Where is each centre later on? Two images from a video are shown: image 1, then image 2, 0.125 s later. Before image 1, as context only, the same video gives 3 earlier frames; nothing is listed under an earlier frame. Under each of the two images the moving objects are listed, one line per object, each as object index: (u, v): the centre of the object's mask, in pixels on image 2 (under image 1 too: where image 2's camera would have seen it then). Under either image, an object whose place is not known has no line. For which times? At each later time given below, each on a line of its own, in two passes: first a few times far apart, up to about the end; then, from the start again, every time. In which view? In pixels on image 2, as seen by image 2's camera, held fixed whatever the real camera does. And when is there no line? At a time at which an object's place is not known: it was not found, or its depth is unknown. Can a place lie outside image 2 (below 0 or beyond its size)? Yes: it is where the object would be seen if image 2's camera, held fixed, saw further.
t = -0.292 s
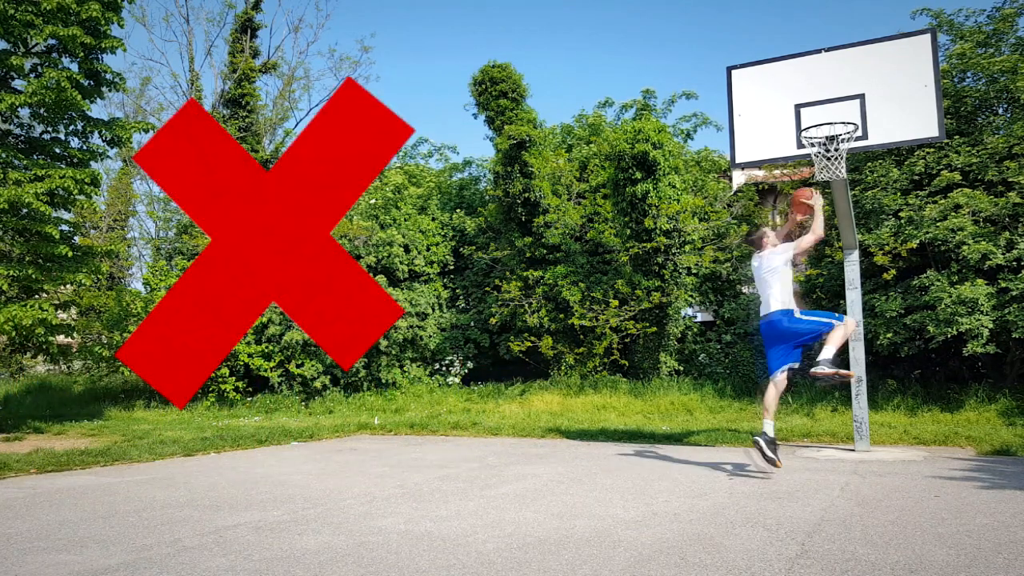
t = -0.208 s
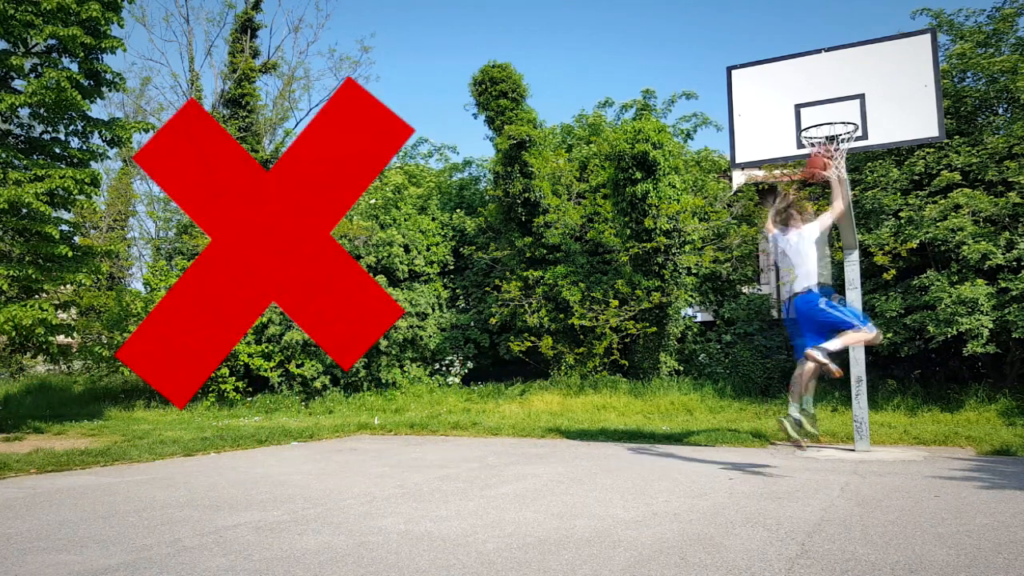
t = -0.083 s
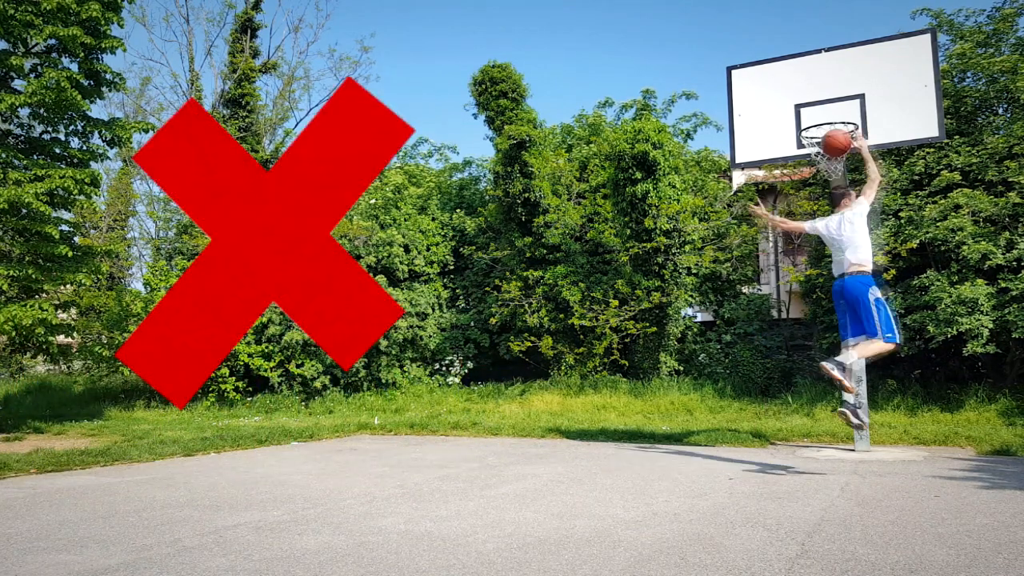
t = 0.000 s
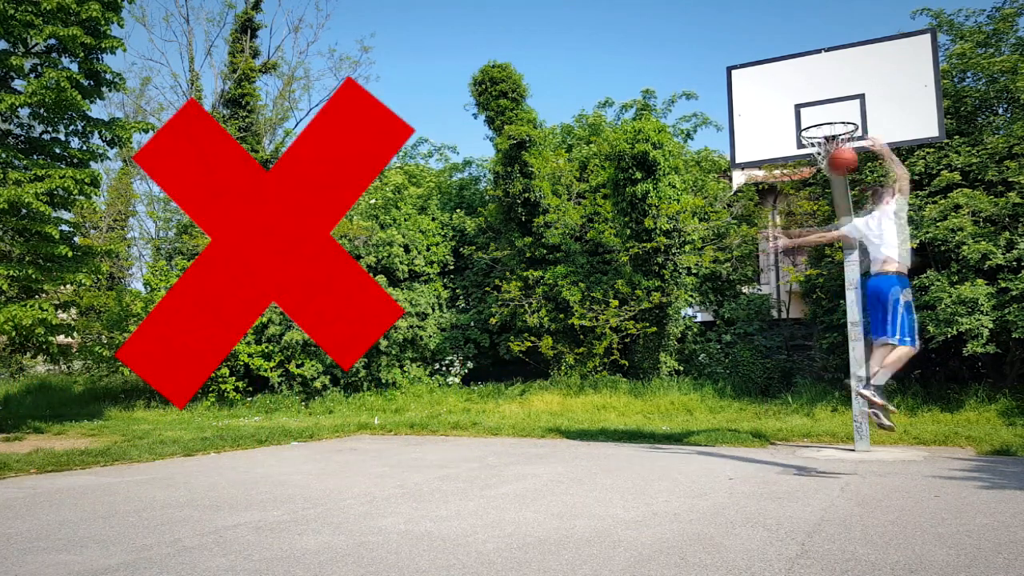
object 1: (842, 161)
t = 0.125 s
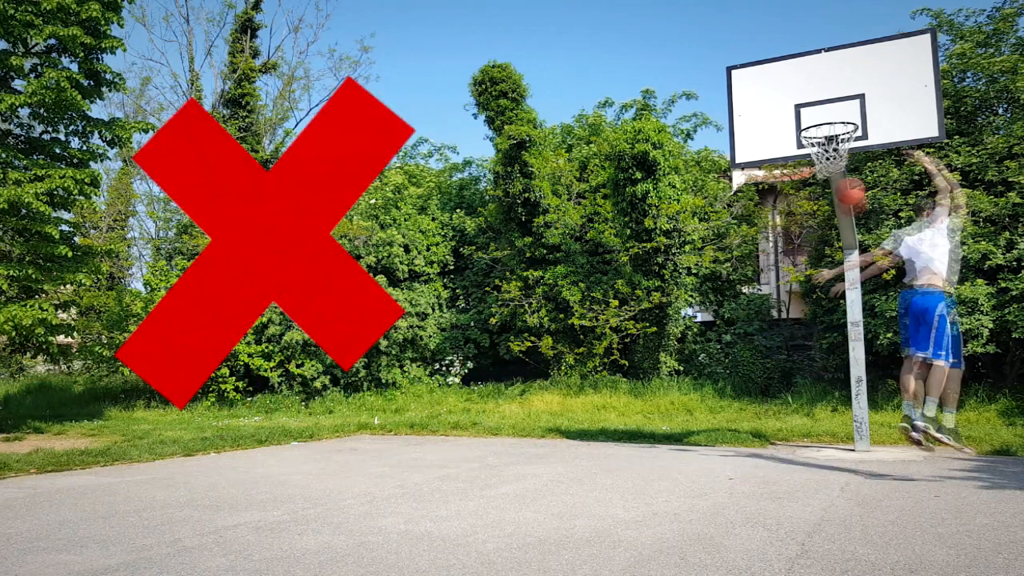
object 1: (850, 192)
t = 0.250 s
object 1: (861, 246)
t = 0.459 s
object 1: (883, 389)
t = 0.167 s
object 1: (856, 216)
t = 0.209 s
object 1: (858, 230)
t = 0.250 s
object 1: (861, 246)
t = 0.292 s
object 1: (868, 280)
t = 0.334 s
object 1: (870, 300)
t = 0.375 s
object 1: (873, 321)
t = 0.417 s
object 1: (877, 341)
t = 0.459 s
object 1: (883, 389)
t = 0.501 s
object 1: (887, 416)
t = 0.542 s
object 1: (890, 443)
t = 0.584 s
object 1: (891, 454)
